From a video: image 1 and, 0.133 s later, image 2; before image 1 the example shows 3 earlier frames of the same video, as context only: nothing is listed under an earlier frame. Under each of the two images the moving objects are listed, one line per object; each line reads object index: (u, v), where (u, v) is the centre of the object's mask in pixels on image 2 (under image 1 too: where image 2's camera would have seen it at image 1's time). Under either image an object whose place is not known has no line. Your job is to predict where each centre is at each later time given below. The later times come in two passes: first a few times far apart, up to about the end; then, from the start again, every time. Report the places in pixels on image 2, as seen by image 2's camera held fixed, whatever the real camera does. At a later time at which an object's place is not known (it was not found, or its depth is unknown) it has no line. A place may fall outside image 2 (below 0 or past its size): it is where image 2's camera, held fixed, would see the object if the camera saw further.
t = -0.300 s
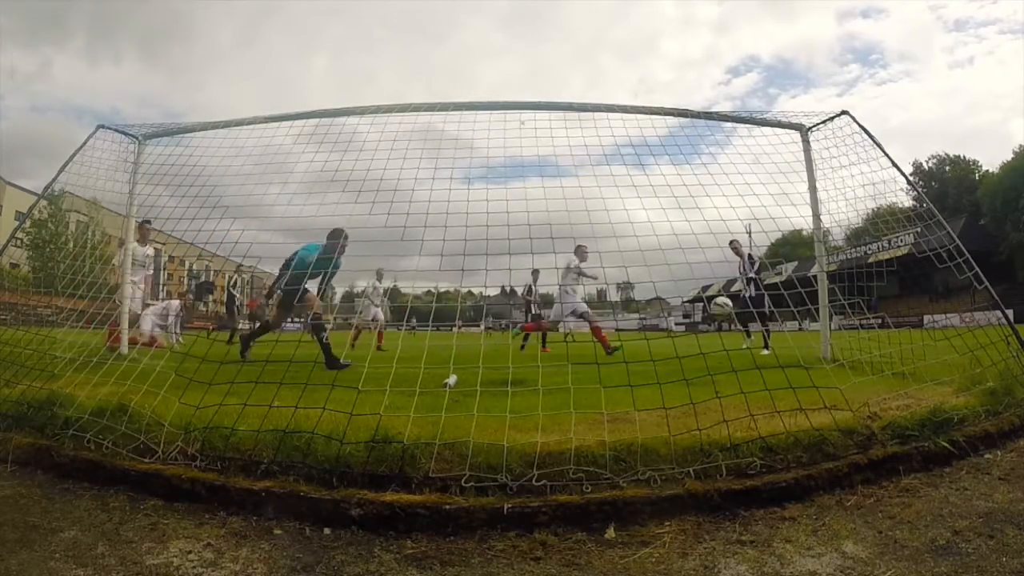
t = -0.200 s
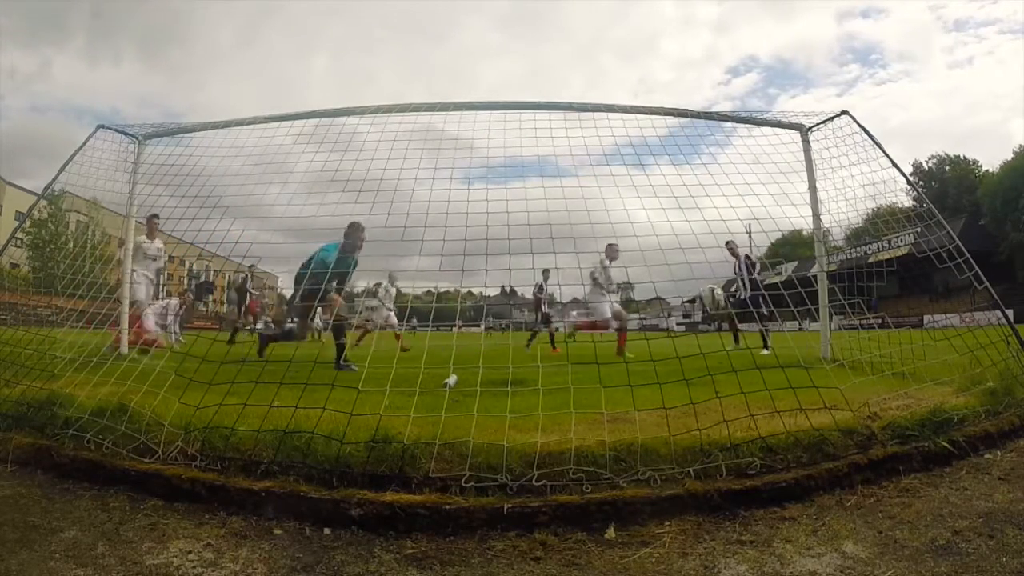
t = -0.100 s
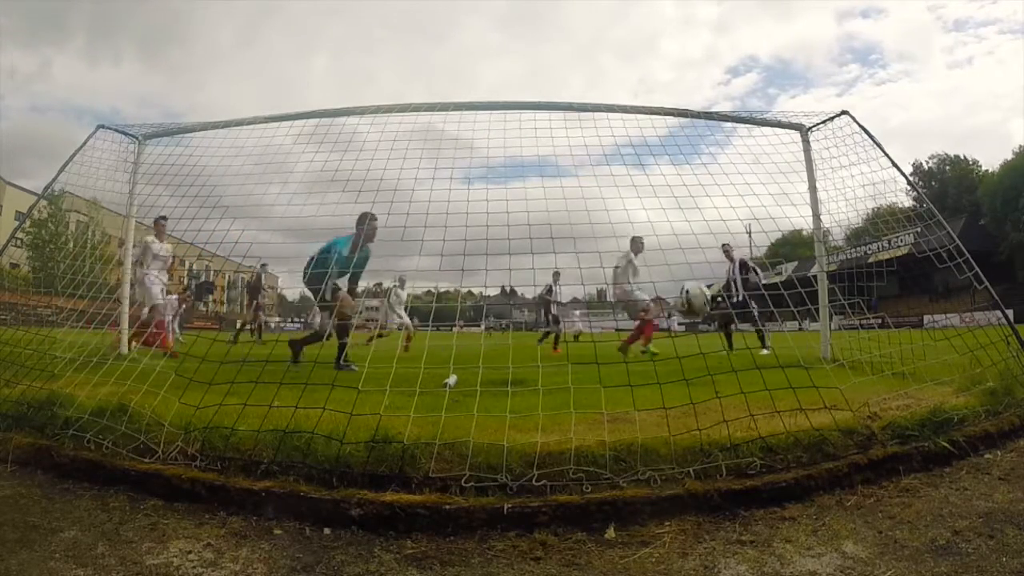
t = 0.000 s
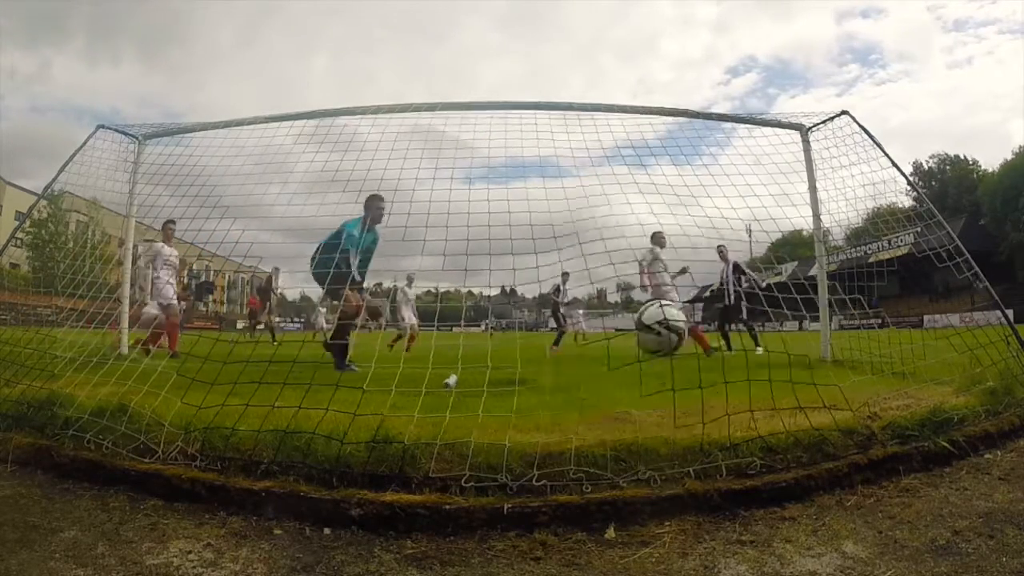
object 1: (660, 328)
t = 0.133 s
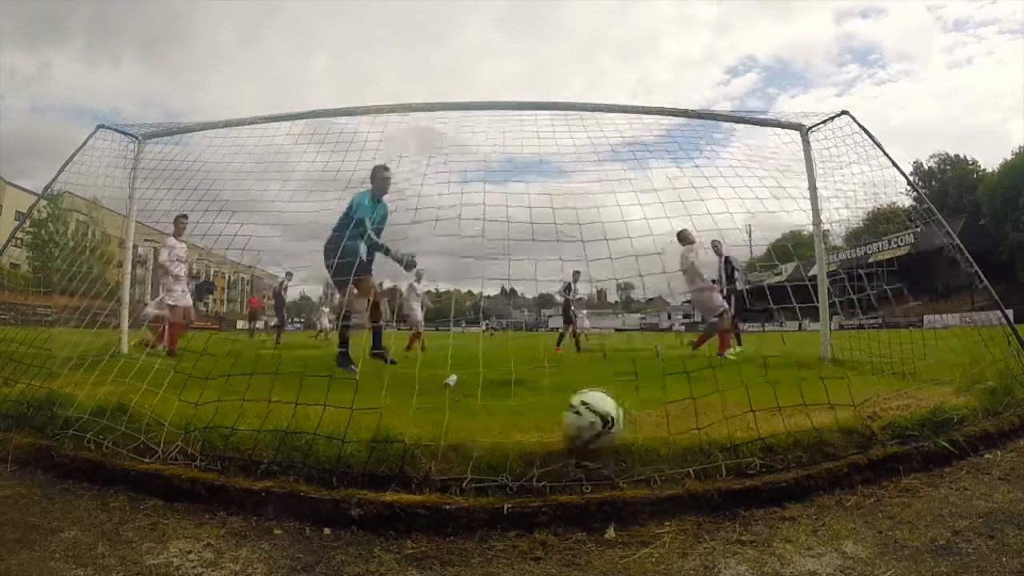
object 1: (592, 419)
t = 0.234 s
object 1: (575, 397)
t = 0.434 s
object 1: (547, 398)
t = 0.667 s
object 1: (520, 393)
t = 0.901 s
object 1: (494, 389)
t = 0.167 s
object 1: (588, 405)
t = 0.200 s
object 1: (581, 399)
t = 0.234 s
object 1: (575, 397)
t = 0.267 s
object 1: (570, 399)
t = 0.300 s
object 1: (565, 403)
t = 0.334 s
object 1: (560, 403)
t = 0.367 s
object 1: (554, 399)
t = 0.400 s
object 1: (550, 398)
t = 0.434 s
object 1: (547, 398)
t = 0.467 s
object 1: (543, 397)
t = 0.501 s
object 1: (537, 396)
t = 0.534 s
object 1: (534, 396)
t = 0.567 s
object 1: (531, 394)
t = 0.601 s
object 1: (527, 394)
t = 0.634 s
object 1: (522, 394)
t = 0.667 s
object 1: (520, 393)
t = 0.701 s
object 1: (517, 393)
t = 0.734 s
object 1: (512, 392)
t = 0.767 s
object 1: (508, 391)
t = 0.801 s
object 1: (505, 389)
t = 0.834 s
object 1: (501, 391)
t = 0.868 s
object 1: (498, 390)
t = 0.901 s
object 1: (494, 389)
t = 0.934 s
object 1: (490, 389)
